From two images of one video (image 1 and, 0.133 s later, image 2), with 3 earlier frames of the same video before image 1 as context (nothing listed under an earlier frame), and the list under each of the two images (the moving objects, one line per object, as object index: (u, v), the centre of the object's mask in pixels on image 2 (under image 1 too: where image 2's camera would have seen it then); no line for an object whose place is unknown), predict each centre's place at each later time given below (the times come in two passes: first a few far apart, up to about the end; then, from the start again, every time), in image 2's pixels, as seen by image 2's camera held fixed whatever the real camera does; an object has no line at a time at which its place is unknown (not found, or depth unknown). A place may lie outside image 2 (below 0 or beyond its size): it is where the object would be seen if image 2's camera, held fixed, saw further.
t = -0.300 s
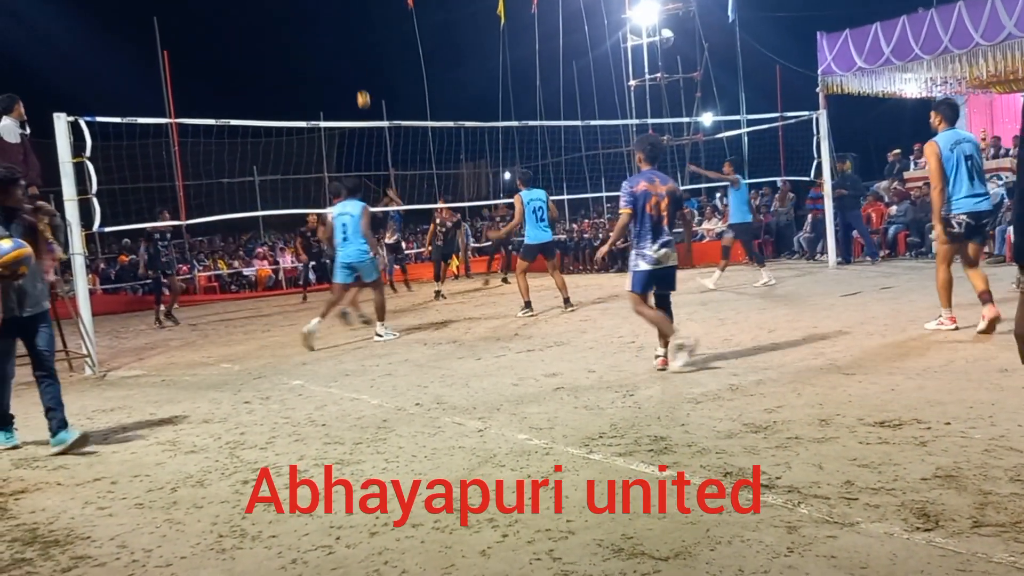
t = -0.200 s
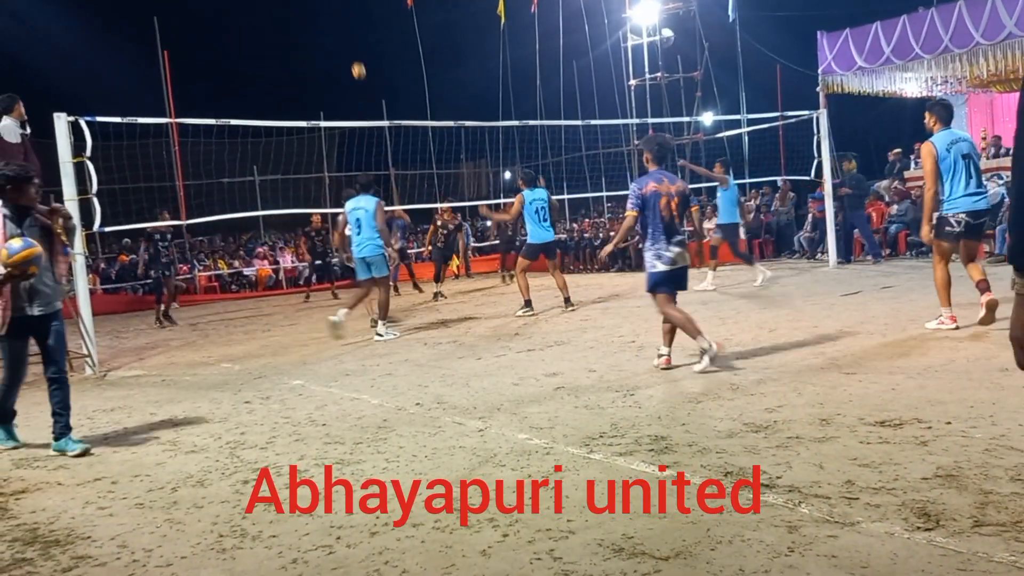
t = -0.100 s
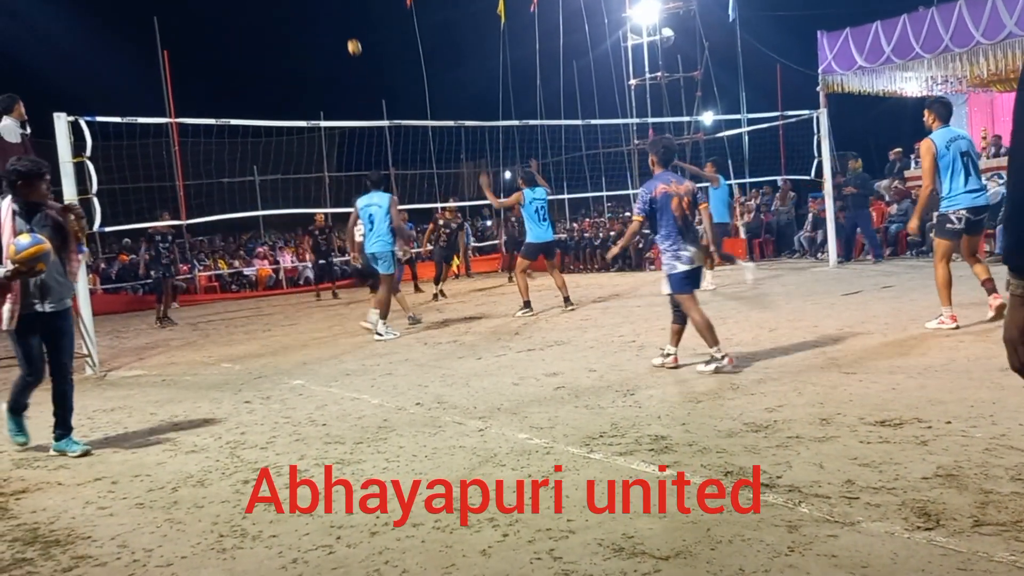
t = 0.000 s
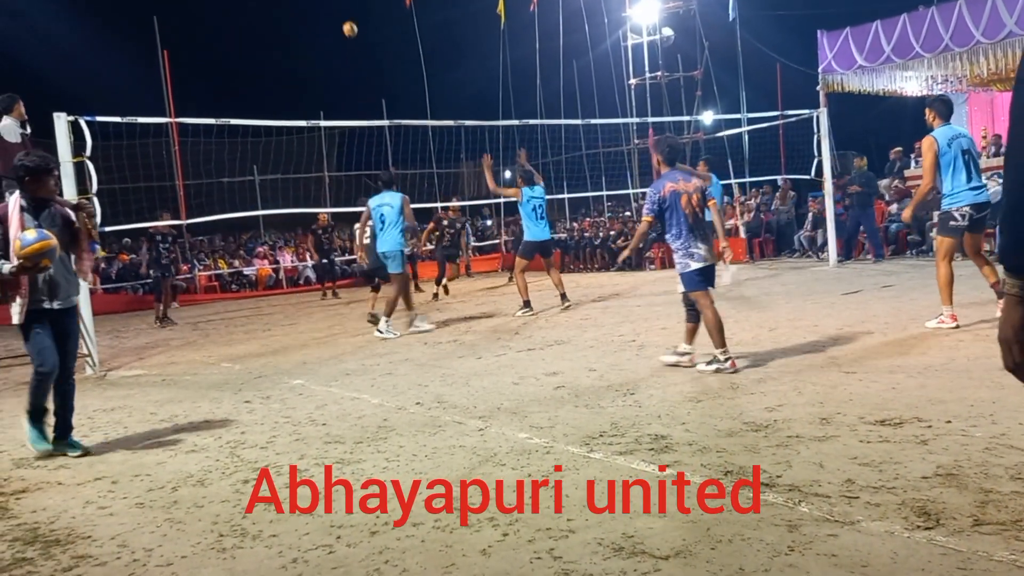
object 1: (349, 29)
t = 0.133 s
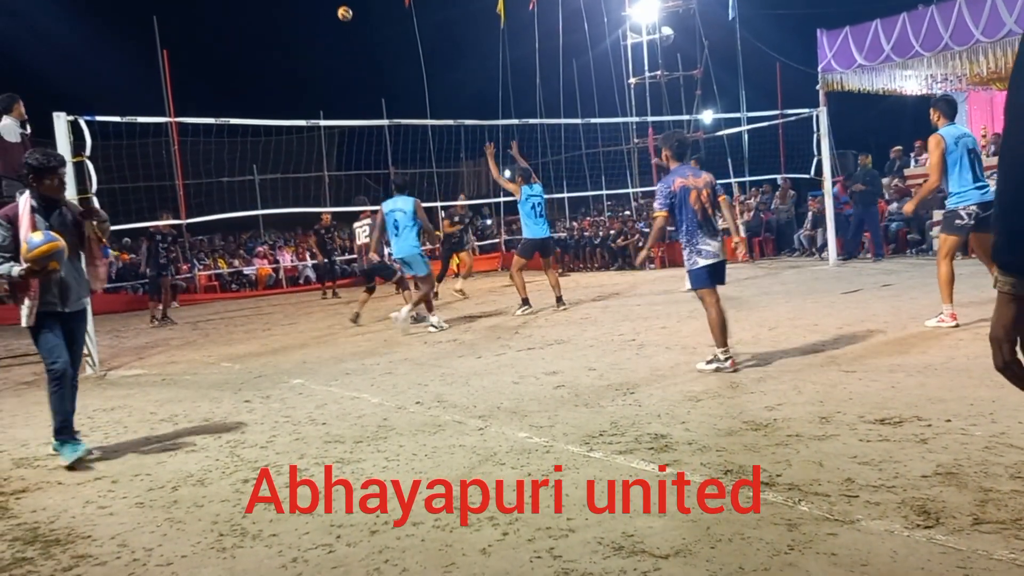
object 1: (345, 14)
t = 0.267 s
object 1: (341, 9)
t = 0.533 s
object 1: (334, 37)
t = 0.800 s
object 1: (331, 113)
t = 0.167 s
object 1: (344, 11)
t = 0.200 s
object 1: (342, 10)
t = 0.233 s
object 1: (341, 9)
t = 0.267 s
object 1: (341, 9)
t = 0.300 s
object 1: (339, 10)
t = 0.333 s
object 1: (338, 11)
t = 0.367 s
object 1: (338, 14)
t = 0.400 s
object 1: (337, 17)
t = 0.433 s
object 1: (336, 21)
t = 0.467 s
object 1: (335, 25)
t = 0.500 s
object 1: (335, 31)
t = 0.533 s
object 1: (334, 37)
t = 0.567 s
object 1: (333, 44)
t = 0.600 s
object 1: (333, 52)
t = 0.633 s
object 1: (332, 61)
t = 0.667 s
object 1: (332, 71)
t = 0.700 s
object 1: (332, 81)
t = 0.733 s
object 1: (332, 93)
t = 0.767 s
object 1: (332, 104)
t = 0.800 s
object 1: (331, 113)
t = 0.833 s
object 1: (331, 134)
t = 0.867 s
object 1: (332, 146)
